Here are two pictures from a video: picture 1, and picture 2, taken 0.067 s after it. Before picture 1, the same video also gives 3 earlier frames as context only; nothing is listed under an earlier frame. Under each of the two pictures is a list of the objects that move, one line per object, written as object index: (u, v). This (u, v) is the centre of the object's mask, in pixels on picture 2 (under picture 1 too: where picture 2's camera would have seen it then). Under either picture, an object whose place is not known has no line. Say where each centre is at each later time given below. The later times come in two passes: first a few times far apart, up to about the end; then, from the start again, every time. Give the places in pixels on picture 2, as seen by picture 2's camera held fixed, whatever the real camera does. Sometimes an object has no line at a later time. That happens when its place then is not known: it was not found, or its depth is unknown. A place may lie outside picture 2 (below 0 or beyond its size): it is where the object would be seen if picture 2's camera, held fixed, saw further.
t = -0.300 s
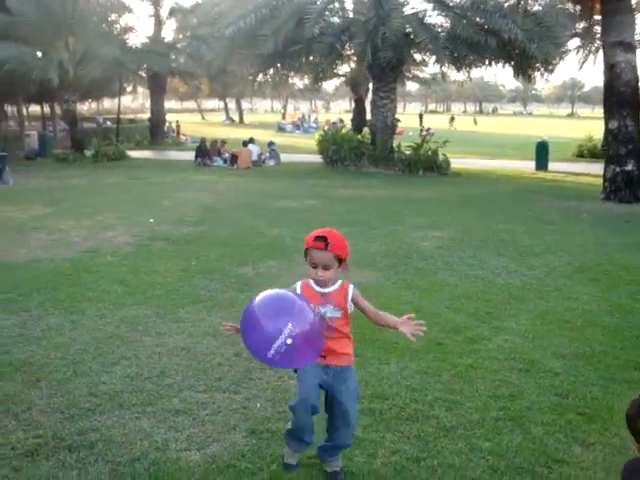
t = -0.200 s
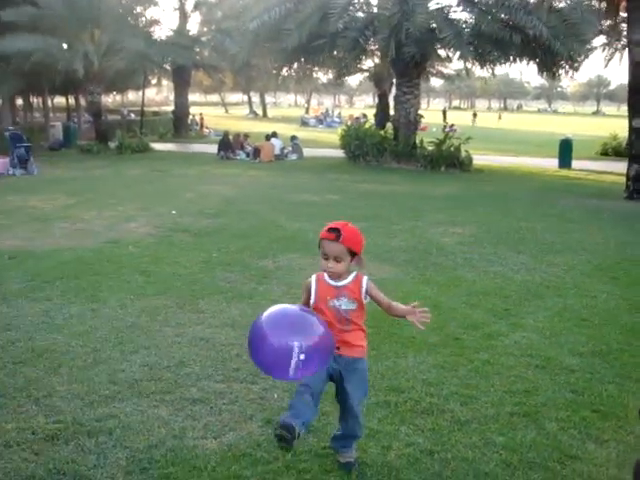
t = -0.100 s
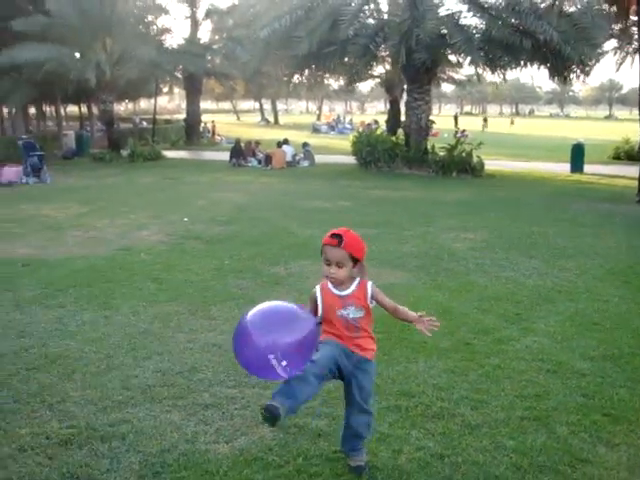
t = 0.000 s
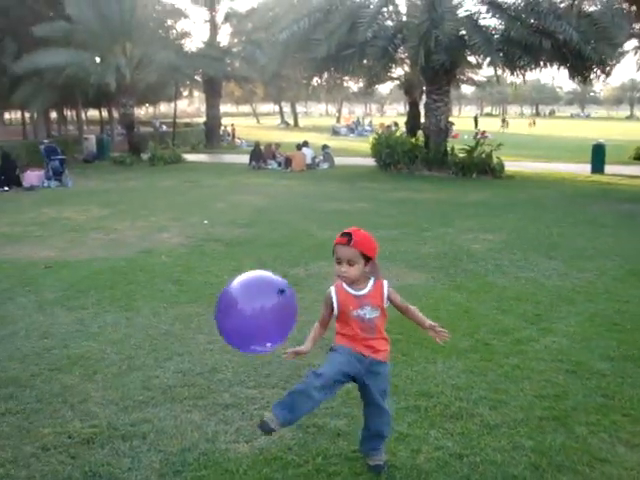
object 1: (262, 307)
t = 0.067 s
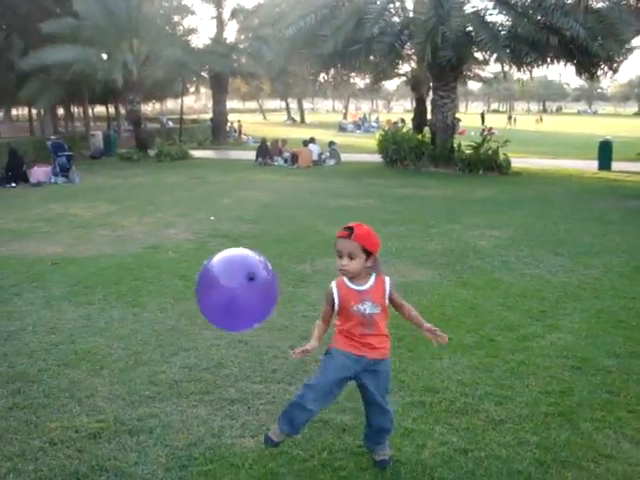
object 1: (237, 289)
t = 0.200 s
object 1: (186, 262)
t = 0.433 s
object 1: (90, 251)
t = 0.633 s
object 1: (8, 275)
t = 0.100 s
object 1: (224, 281)
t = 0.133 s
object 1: (211, 274)
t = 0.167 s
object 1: (198, 268)
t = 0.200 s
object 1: (186, 262)
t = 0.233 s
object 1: (172, 258)
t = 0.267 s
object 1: (159, 254)
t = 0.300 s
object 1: (145, 252)
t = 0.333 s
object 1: (131, 250)
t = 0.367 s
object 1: (118, 250)
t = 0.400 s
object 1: (104, 250)
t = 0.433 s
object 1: (90, 251)
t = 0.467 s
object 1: (76, 253)
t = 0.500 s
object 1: (63, 255)
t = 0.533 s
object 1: (48, 259)
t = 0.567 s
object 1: (35, 264)
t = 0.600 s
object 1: (21, 269)
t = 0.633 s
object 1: (8, 275)
